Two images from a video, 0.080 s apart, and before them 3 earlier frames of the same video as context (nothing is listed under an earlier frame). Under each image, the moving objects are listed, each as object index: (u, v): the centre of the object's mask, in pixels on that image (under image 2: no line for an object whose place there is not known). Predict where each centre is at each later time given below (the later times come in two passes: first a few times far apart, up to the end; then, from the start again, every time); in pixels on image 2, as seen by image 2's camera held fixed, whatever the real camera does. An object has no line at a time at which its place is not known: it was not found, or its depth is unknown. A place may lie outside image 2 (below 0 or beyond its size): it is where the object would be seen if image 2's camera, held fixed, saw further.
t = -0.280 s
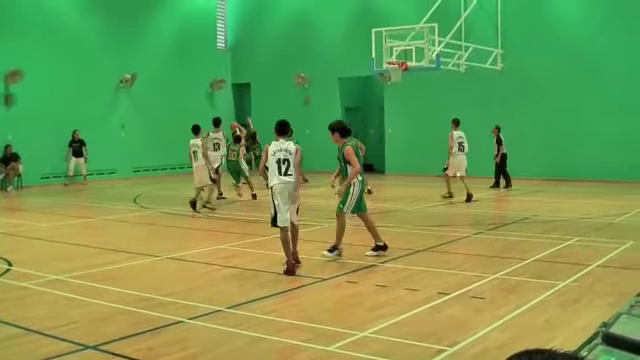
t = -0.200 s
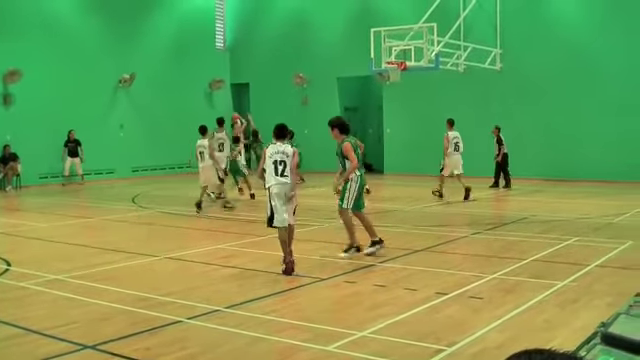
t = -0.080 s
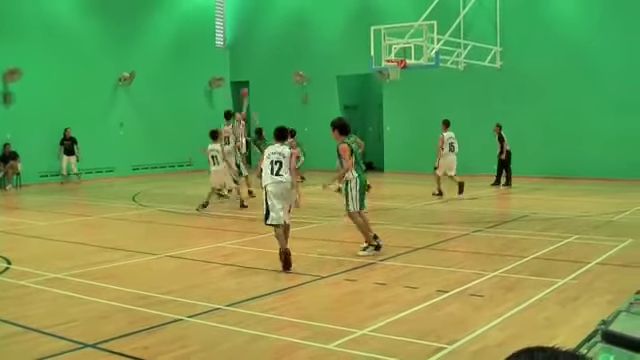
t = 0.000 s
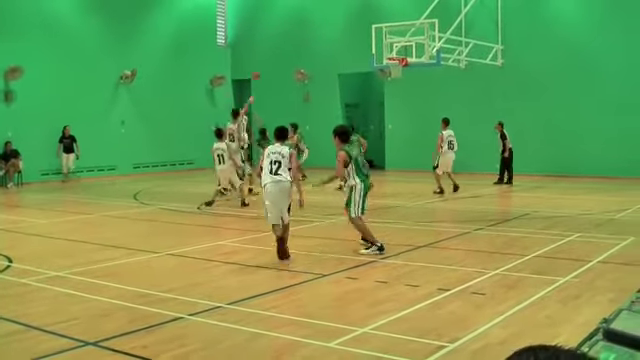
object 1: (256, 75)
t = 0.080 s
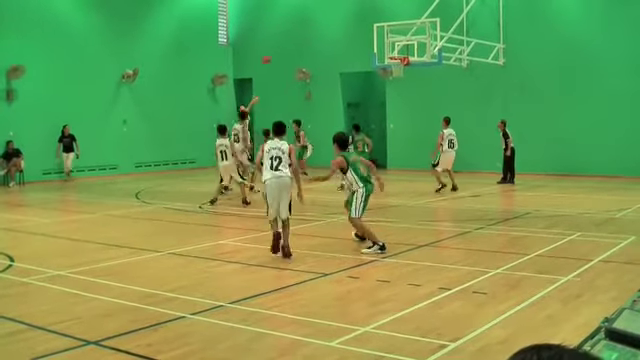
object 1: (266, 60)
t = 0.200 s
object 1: (282, 41)
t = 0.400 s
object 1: (306, 23)
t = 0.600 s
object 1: (332, 21)
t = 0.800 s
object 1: (358, 33)
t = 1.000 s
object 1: (385, 62)
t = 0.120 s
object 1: (271, 52)
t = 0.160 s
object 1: (276, 46)
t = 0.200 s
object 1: (282, 41)
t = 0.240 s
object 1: (286, 37)
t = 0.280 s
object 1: (291, 33)
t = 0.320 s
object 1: (296, 29)
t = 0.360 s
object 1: (302, 26)
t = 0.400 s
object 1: (306, 23)
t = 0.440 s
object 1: (312, 21)
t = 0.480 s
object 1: (317, 20)
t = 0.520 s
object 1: (322, 20)
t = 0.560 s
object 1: (327, 20)
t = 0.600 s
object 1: (332, 21)
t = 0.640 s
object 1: (337, 22)
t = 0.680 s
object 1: (342, 23)
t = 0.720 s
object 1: (347, 25)
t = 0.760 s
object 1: (353, 29)
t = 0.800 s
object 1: (358, 33)
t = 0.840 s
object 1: (363, 37)
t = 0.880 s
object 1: (369, 43)
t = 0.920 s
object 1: (374, 49)
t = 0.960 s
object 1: (379, 55)
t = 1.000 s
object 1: (385, 62)
